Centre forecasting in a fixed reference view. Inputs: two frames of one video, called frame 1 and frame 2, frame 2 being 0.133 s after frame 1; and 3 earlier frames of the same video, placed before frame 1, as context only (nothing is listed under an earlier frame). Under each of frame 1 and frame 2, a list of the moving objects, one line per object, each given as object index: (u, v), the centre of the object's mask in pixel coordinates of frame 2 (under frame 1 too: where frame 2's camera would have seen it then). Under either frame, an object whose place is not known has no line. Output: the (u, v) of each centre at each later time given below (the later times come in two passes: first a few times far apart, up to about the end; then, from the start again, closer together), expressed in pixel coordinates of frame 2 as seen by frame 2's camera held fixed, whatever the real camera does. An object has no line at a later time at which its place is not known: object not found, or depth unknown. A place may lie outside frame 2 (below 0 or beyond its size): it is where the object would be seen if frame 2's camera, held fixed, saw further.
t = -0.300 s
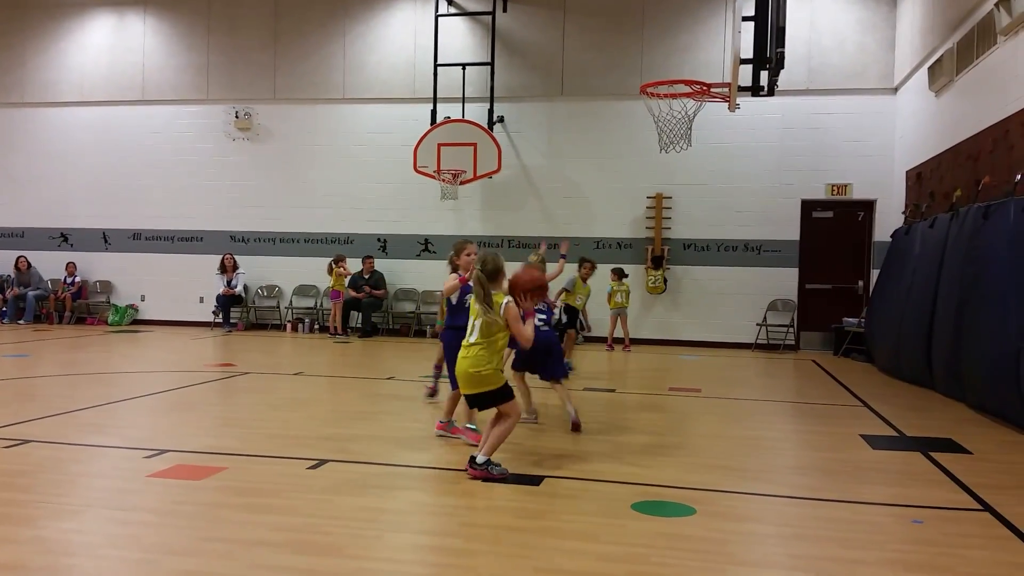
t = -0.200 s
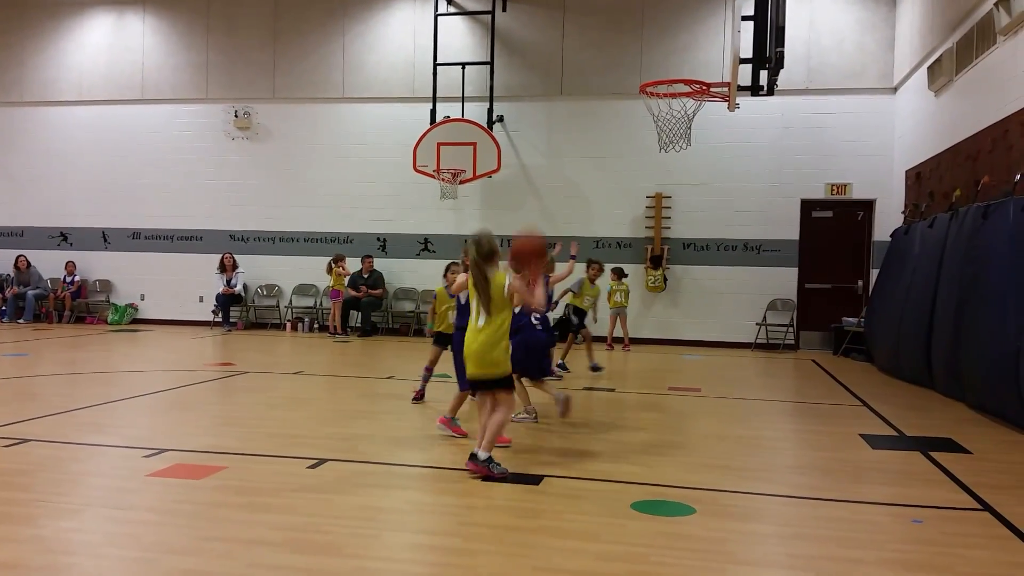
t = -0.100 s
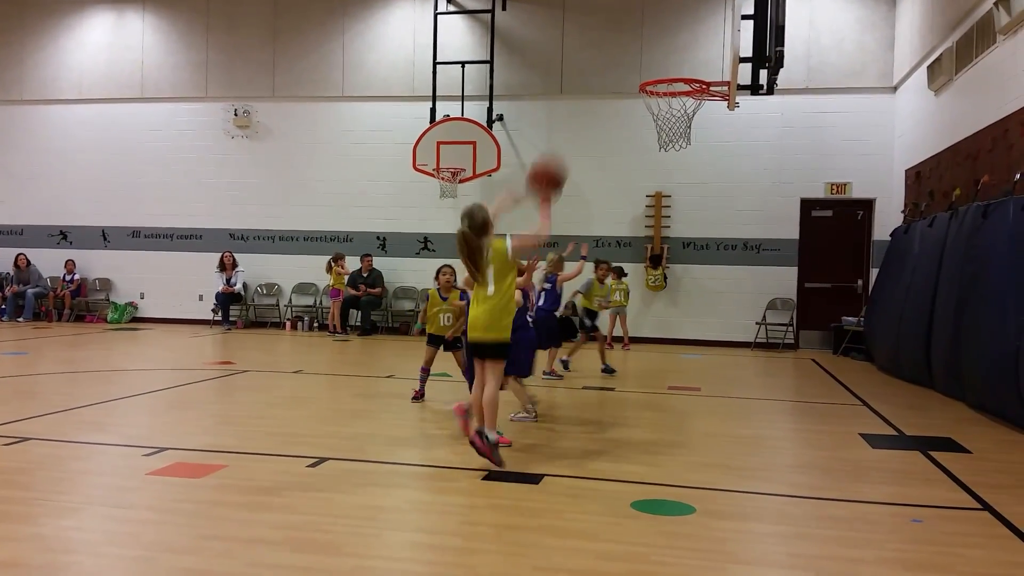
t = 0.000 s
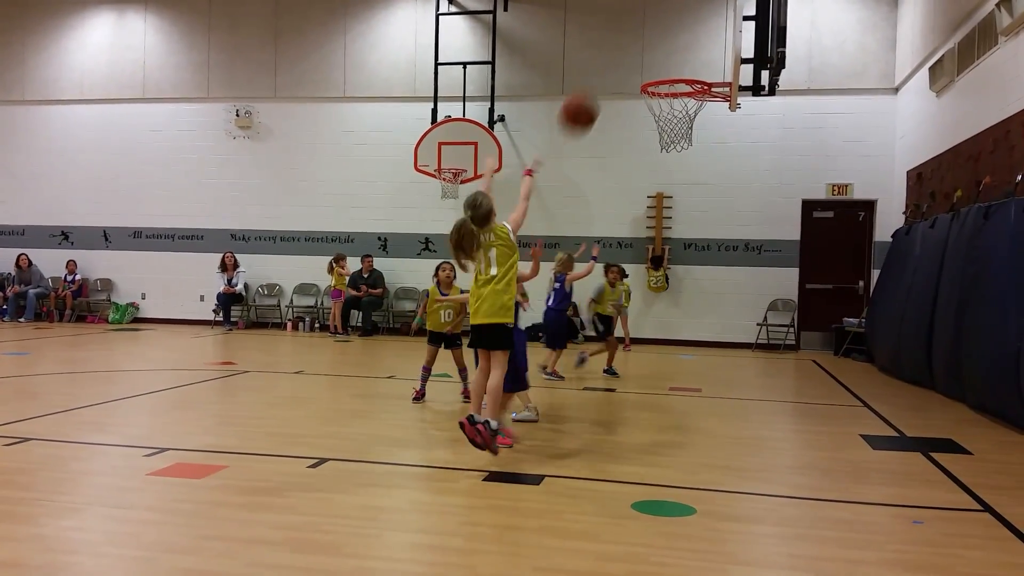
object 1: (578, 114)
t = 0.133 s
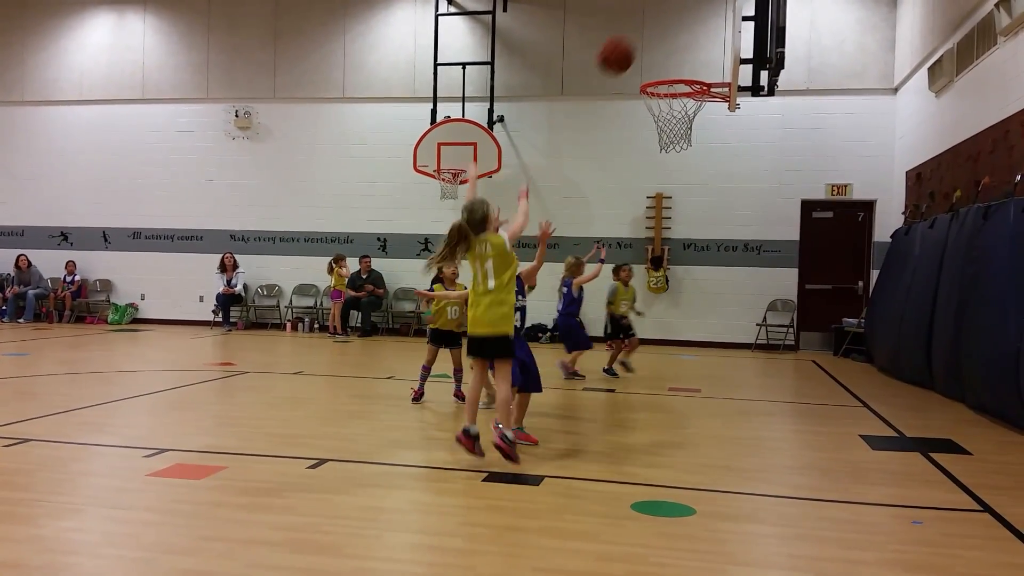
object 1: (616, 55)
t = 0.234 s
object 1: (641, 33)
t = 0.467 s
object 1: (690, 42)
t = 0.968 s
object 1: (681, 154)
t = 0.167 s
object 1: (625, 46)
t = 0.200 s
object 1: (633, 38)
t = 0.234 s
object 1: (641, 33)
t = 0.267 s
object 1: (649, 29)
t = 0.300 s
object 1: (657, 27)
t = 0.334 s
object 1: (665, 27)
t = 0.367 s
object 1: (672, 29)
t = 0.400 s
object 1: (678, 31)
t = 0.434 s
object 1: (684, 35)
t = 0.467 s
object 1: (690, 42)
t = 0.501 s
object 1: (695, 49)
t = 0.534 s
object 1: (701, 58)
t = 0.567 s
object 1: (706, 68)
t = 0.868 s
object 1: (687, 114)
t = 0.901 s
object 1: (687, 123)
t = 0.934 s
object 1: (685, 139)
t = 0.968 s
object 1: (681, 154)
